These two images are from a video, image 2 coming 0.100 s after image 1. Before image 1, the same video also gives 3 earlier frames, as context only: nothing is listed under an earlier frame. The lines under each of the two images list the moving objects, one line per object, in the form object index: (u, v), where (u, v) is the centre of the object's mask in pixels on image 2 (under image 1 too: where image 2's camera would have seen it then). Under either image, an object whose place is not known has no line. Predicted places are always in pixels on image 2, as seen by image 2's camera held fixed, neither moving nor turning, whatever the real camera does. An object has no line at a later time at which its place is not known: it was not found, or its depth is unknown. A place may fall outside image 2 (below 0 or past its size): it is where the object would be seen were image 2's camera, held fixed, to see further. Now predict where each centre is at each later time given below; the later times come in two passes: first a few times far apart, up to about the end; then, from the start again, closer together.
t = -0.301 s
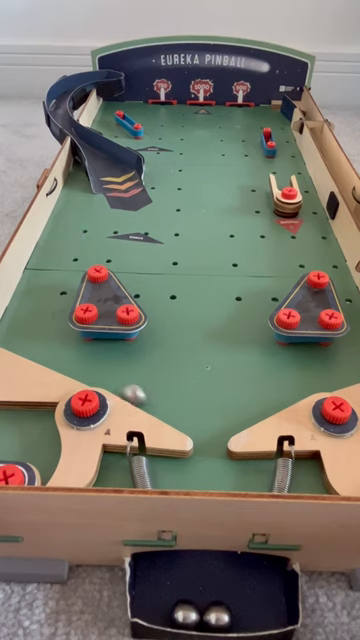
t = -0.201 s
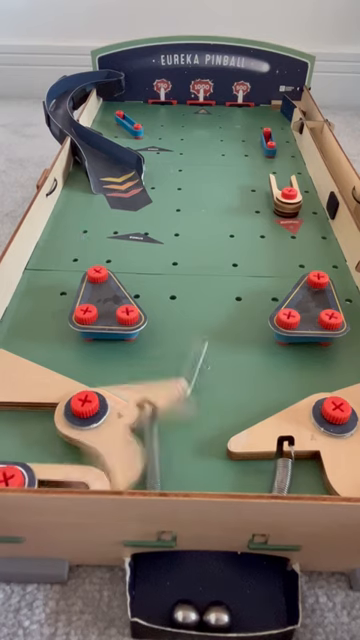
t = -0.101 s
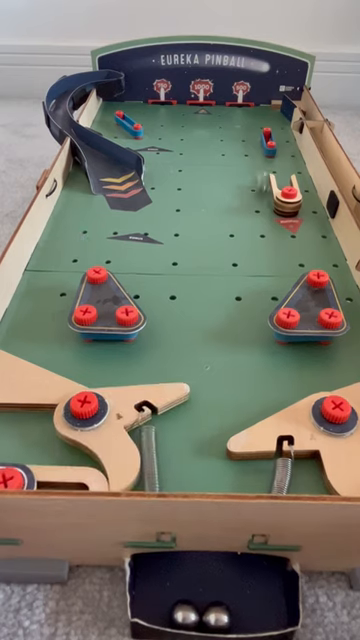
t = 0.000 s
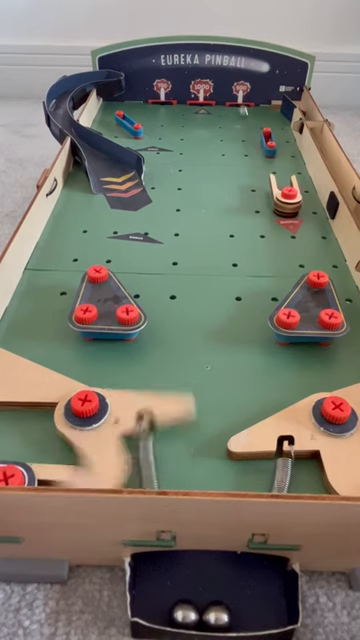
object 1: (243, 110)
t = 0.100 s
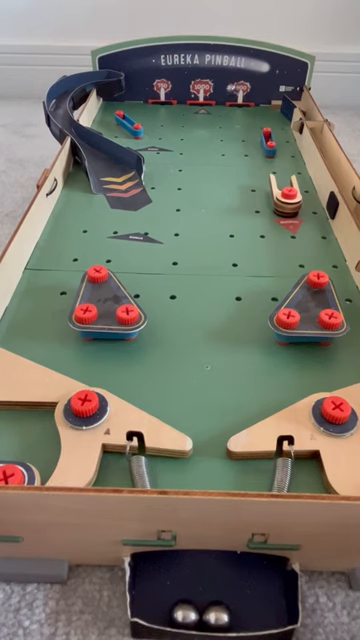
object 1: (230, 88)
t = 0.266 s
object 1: (196, 107)
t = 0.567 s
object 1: (154, 126)
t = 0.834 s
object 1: (168, 161)
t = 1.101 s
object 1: (265, 209)
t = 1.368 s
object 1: (356, 321)
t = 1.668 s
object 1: (278, 378)
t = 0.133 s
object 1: (224, 98)
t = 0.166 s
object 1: (216, 102)
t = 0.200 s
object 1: (208, 104)
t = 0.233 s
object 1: (202, 105)
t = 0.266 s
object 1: (196, 107)
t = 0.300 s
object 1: (191, 108)
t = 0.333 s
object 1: (185, 109)
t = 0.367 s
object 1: (180, 110)
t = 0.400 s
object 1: (176, 112)
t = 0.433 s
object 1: (171, 114)
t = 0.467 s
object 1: (166, 117)
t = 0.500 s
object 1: (162, 119)
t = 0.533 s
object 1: (158, 122)
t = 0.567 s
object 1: (154, 126)
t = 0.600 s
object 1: (150, 130)
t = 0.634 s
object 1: (146, 135)
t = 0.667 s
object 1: (142, 140)
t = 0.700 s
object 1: (137, 145)
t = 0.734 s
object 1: (136, 149)
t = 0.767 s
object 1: (141, 151)
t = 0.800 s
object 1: (155, 157)
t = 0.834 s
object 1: (168, 161)
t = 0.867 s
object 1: (179, 165)
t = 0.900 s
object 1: (190, 170)
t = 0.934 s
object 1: (201, 175)
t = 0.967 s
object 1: (213, 180)
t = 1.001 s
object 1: (224, 186)
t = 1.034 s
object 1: (238, 193)
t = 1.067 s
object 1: (251, 201)
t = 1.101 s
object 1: (265, 209)
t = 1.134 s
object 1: (280, 218)
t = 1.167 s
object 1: (295, 230)
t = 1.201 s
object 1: (310, 240)
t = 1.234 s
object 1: (327, 254)
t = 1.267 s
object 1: (347, 270)
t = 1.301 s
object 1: (350, 285)
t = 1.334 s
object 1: (353, 302)
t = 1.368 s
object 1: (356, 321)
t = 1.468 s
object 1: (352, 358)
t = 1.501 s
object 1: (339, 355)
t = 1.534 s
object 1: (326, 356)
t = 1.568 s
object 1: (315, 360)
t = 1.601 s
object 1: (302, 365)
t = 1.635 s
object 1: (290, 371)
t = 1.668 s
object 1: (278, 378)
